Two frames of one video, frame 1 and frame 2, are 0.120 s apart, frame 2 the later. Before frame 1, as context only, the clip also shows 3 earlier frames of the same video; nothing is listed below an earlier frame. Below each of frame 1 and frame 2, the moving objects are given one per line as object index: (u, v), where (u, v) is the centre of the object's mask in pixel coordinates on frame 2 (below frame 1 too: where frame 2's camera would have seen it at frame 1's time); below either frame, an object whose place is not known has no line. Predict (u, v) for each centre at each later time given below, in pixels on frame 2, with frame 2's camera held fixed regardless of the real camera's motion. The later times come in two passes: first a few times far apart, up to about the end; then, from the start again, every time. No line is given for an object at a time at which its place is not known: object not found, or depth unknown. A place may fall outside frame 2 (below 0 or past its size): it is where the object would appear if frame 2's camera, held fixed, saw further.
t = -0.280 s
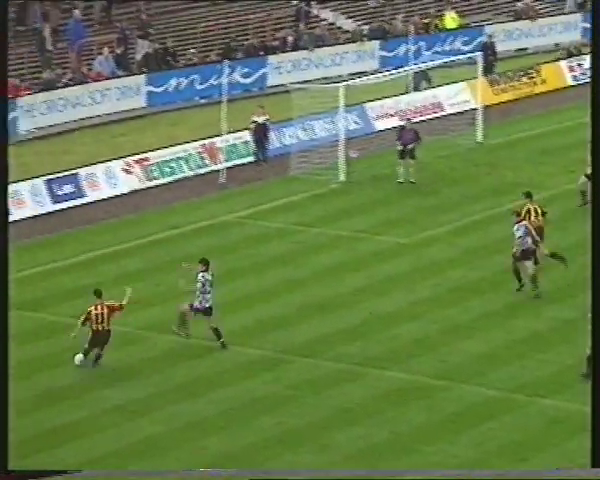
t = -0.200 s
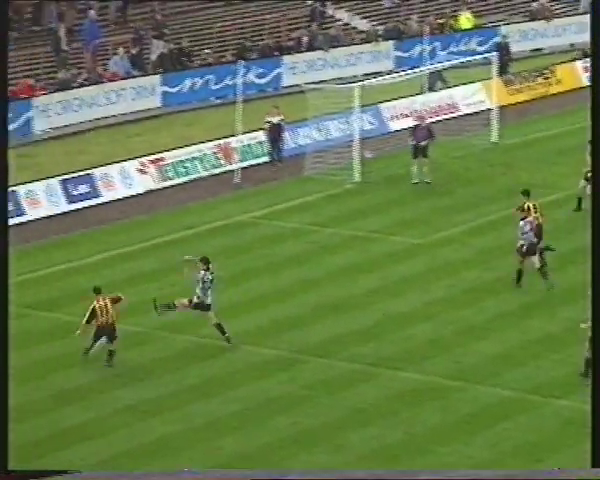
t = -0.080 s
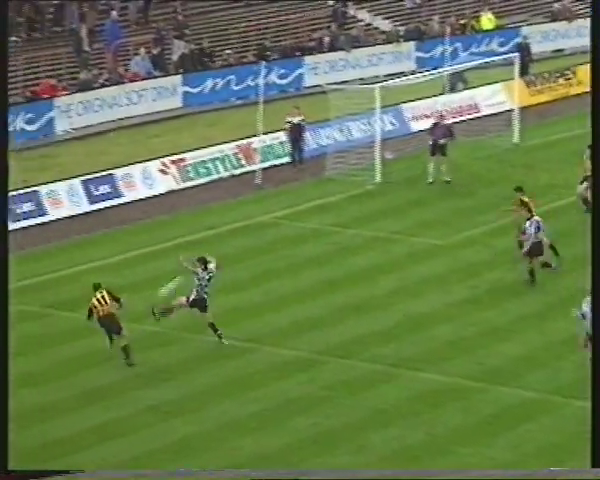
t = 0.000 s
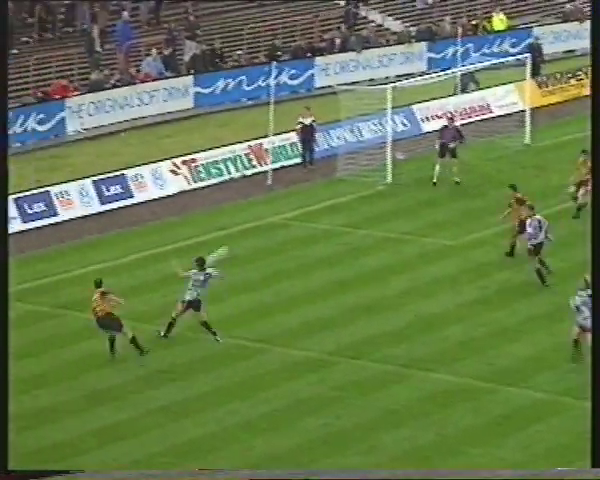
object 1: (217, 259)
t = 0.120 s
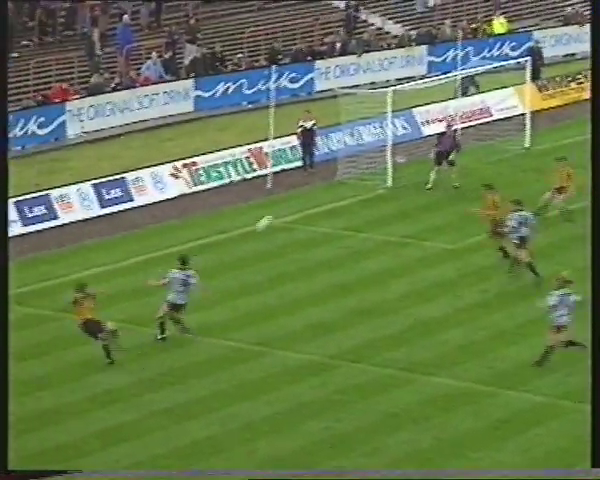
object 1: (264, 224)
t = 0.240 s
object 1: (311, 196)
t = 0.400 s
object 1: (374, 173)
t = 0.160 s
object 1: (281, 214)
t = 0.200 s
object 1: (296, 205)
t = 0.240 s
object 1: (311, 196)
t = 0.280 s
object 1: (328, 190)
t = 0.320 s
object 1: (343, 183)
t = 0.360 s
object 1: (358, 177)
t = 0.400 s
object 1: (374, 173)
